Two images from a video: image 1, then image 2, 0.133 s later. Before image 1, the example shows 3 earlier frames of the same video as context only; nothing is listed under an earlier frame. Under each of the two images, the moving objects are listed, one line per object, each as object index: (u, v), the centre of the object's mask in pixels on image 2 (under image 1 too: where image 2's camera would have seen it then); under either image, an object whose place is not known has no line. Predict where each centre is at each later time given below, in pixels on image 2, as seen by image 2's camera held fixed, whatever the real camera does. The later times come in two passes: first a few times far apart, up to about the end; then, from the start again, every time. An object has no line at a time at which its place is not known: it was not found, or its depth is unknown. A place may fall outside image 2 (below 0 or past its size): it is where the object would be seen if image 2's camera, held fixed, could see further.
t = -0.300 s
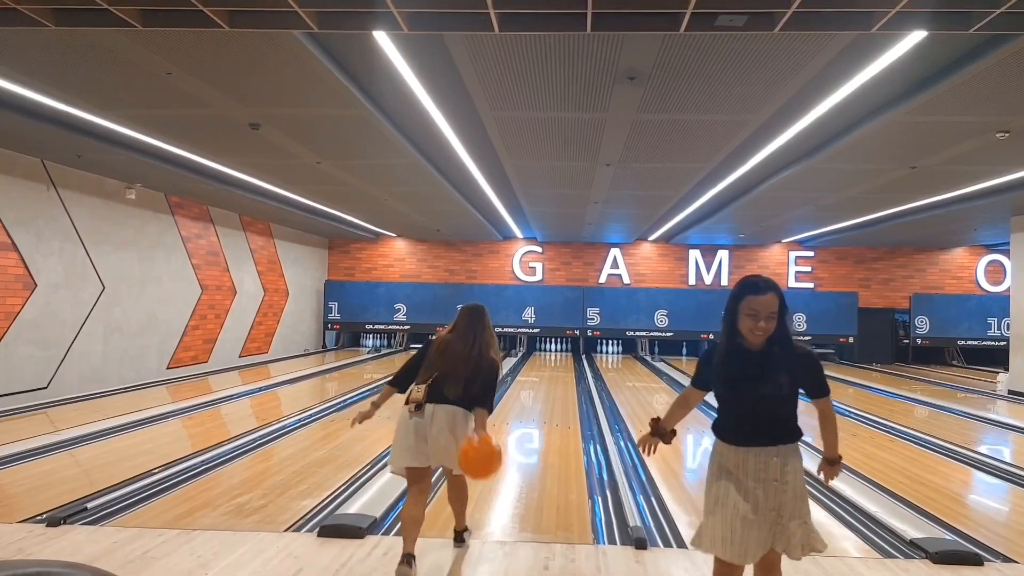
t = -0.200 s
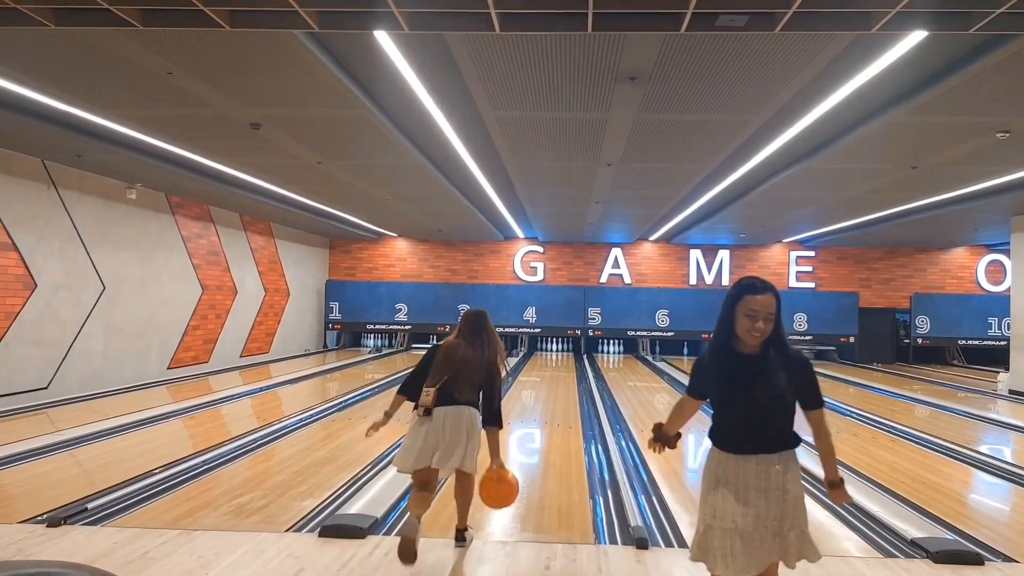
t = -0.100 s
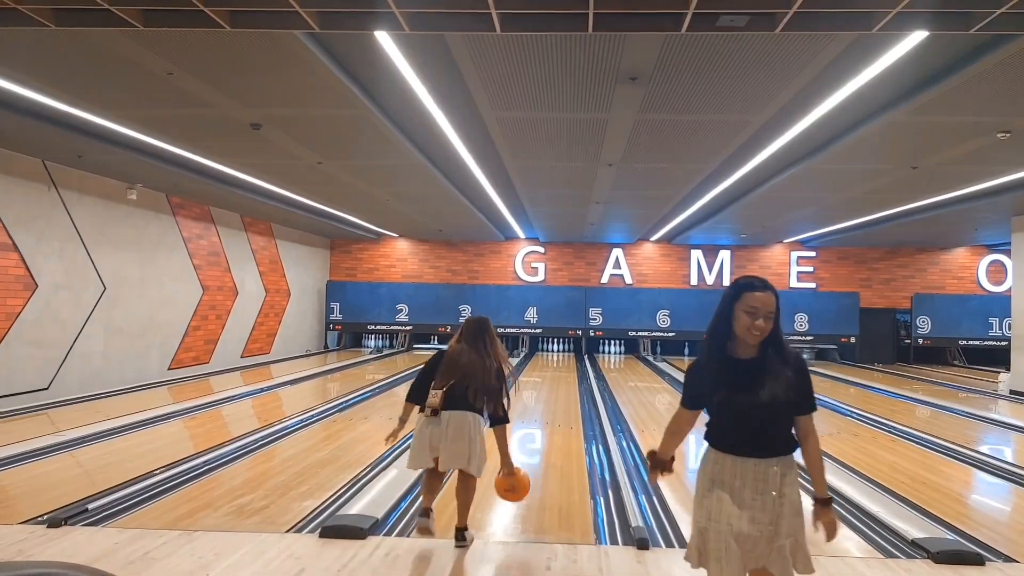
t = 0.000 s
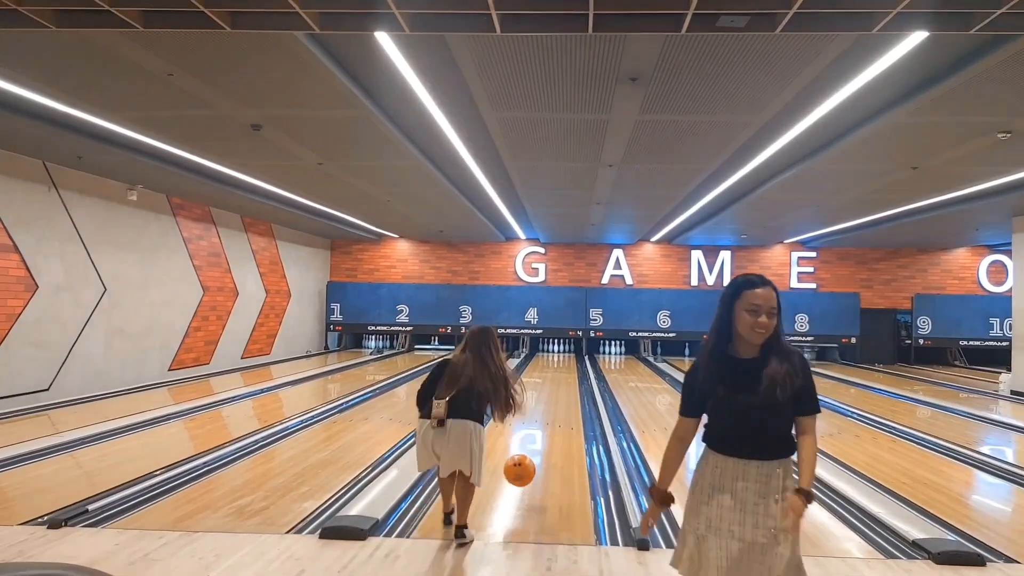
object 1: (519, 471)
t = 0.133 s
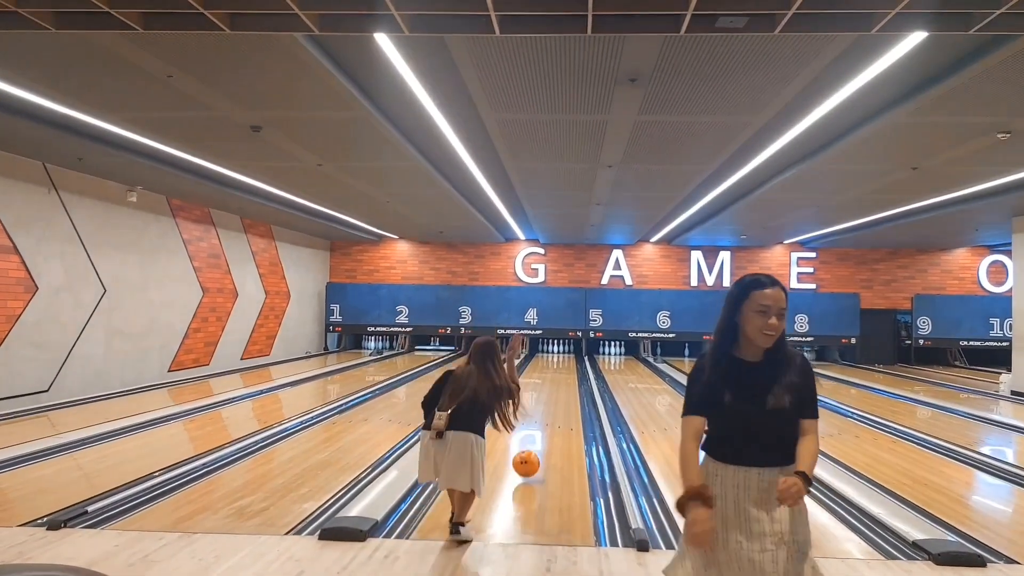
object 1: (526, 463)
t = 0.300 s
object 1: (533, 443)
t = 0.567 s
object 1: (540, 418)
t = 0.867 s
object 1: (545, 400)
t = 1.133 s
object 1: (548, 388)
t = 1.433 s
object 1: (551, 378)
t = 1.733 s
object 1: (553, 371)
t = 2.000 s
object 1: (555, 366)
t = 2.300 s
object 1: (556, 361)
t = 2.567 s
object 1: (553, 357)
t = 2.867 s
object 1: (556, 354)
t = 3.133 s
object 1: (556, 352)
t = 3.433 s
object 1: (559, 350)
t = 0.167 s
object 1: (528, 458)
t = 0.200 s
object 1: (529, 454)
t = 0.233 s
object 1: (530, 451)
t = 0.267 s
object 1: (532, 447)
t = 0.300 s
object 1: (533, 443)
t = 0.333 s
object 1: (534, 439)
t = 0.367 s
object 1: (535, 436)
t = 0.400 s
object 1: (536, 433)
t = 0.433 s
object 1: (537, 429)
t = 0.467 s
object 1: (538, 426)
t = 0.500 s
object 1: (539, 424)
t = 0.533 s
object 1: (539, 421)
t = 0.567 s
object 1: (540, 418)
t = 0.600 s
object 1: (540, 416)
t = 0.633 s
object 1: (541, 414)
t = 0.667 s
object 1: (542, 412)
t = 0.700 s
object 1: (542, 410)
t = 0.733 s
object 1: (543, 408)
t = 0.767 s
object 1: (543, 406)
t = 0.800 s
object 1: (544, 404)
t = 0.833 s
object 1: (544, 402)
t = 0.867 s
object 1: (545, 400)
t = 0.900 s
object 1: (546, 398)
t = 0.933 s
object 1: (547, 397)
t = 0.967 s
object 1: (548, 395)
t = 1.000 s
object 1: (548, 394)
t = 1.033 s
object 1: (547, 393)
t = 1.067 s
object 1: (547, 391)
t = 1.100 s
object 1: (548, 390)
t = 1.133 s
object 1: (548, 388)
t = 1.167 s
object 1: (548, 387)
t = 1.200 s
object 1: (548, 386)
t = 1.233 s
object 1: (549, 384)
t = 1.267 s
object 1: (550, 383)
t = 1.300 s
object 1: (550, 382)
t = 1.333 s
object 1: (550, 382)
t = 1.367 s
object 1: (551, 380)
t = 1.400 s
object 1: (551, 380)
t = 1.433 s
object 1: (551, 378)
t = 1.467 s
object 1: (551, 377)
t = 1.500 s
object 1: (551, 376)
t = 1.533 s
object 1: (552, 375)
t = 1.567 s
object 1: (552, 374)
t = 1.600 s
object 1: (553, 374)
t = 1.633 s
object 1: (553, 373)
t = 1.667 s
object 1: (553, 372)
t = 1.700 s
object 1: (553, 371)
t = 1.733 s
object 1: (553, 371)
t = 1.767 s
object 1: (553, 370)
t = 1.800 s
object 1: (553, 369)
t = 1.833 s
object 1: (554, 368)
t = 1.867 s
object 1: (554, 368)
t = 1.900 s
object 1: (554, 367)
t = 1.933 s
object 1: (554, 366)
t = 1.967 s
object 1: (554, 366)
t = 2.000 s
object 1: (555, 366)
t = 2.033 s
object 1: (555, 365)
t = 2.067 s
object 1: (555, 364)
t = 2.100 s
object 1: (555, 363)
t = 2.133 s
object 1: (555, 363)
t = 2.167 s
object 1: (555, 363)
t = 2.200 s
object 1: (555, 362)
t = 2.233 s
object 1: (555, 361)
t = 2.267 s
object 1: (556, 361)
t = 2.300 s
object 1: (556, 361)
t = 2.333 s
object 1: (556, 361)
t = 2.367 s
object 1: (556, 361)
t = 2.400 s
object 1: (556, 360)
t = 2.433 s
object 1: (556, 359)
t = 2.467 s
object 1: (556, 359)
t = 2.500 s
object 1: (556, 358)
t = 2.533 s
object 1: (556, 358)
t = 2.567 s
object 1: (553, 357)
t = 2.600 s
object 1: (552, 357)
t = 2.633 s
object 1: (552, 356)
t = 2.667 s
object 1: (553, 356)
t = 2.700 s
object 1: (554, 356)
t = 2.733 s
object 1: (555, 355)
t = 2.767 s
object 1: (555, 355)
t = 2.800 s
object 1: (556, 355)
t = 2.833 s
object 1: (556, 355)
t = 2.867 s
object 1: (556, 354)
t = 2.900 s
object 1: (556, 354)
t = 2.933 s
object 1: (556, 354)
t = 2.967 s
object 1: (556, 353)
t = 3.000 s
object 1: (556, 353)
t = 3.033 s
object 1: (556, 353)
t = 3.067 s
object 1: (556, 353)
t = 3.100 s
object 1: (556, 352)
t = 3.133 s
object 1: (556, 352)
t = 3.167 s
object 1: (556, 352)
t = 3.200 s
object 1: (556, 351)
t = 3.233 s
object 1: (556, 351)
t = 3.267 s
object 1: (556, 351)
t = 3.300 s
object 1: (556, 351)
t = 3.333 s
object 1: (557, 350)
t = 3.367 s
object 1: (558, 350)
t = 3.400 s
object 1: (558, 350)
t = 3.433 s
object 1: (559, 350)
